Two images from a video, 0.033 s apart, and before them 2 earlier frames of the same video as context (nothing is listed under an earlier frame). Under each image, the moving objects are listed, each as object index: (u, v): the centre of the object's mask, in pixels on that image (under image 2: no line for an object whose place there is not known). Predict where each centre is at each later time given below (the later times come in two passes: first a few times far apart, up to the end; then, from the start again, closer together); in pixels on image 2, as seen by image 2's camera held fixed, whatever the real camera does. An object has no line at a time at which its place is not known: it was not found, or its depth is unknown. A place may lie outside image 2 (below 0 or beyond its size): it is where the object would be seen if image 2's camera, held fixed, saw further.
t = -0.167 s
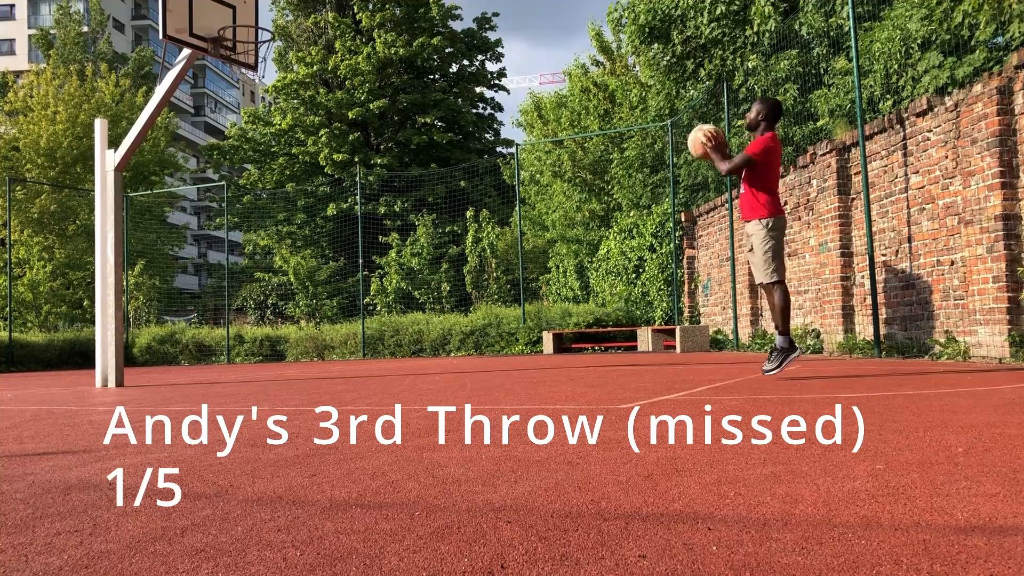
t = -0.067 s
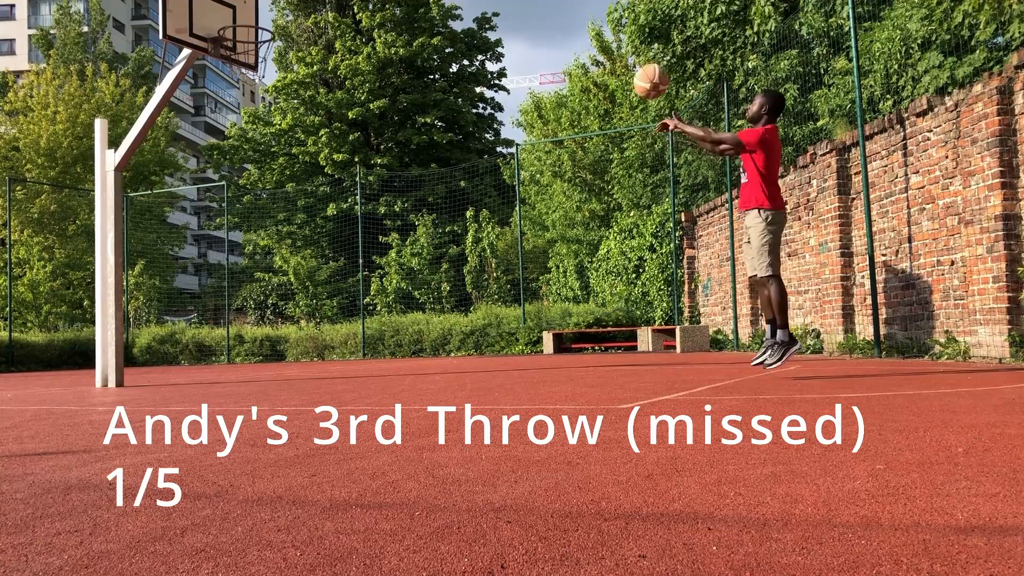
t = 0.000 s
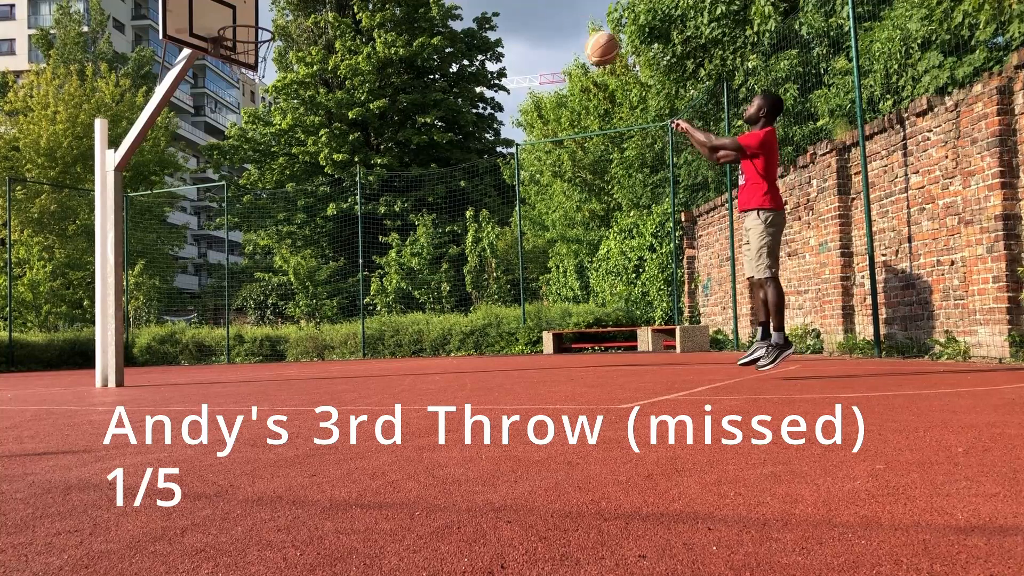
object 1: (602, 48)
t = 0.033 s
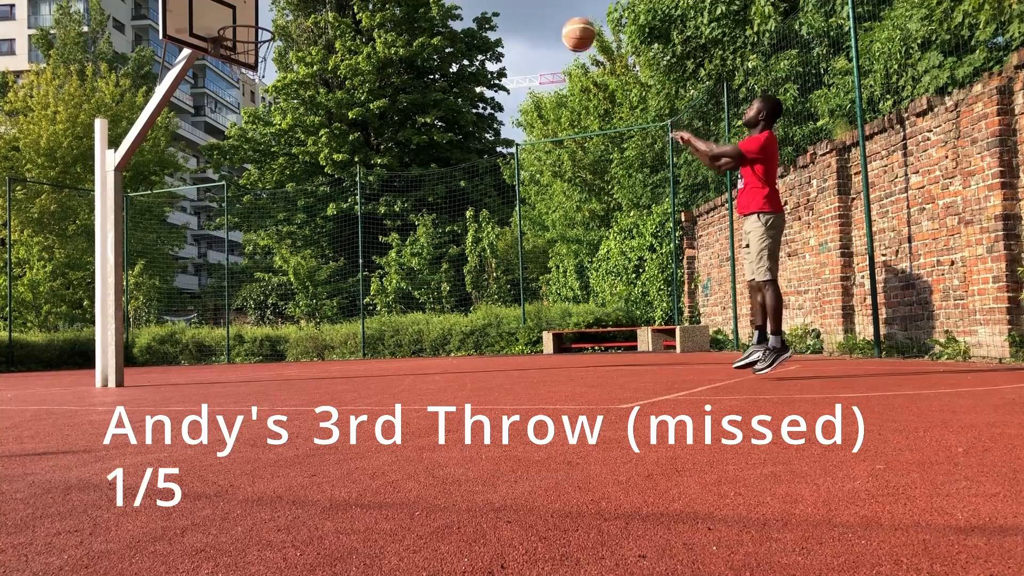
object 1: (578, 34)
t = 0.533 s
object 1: (286, 8)
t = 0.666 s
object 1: (231, 43)
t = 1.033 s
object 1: (103, 271)
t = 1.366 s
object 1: (34, 229)
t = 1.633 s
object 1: (10, 110)
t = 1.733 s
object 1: (6, 91)
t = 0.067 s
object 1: (555, 22)
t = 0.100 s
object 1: (533, 13)
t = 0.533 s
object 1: (286, 8)
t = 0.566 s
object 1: (270, 13)
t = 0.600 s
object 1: (254, 22)
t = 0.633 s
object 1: (241, 32)
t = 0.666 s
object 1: (231, 43)
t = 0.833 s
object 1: (175, 122)
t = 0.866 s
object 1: (164, 143)
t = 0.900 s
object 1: (151, 164)
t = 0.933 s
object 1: (139, 188)
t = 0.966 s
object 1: (128, 214)
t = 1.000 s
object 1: (116, 242)
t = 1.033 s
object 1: (103, 271)
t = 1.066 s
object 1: (90, 301)
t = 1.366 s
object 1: (34, 229)
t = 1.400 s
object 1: (32, 209)
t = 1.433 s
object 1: (28, 191)
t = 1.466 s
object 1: (24, 174)
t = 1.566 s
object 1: (15, 131)
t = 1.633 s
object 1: (10, 110)
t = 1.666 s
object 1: (9, 102)
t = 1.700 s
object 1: (7, 96)
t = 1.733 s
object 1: (6, 91)
